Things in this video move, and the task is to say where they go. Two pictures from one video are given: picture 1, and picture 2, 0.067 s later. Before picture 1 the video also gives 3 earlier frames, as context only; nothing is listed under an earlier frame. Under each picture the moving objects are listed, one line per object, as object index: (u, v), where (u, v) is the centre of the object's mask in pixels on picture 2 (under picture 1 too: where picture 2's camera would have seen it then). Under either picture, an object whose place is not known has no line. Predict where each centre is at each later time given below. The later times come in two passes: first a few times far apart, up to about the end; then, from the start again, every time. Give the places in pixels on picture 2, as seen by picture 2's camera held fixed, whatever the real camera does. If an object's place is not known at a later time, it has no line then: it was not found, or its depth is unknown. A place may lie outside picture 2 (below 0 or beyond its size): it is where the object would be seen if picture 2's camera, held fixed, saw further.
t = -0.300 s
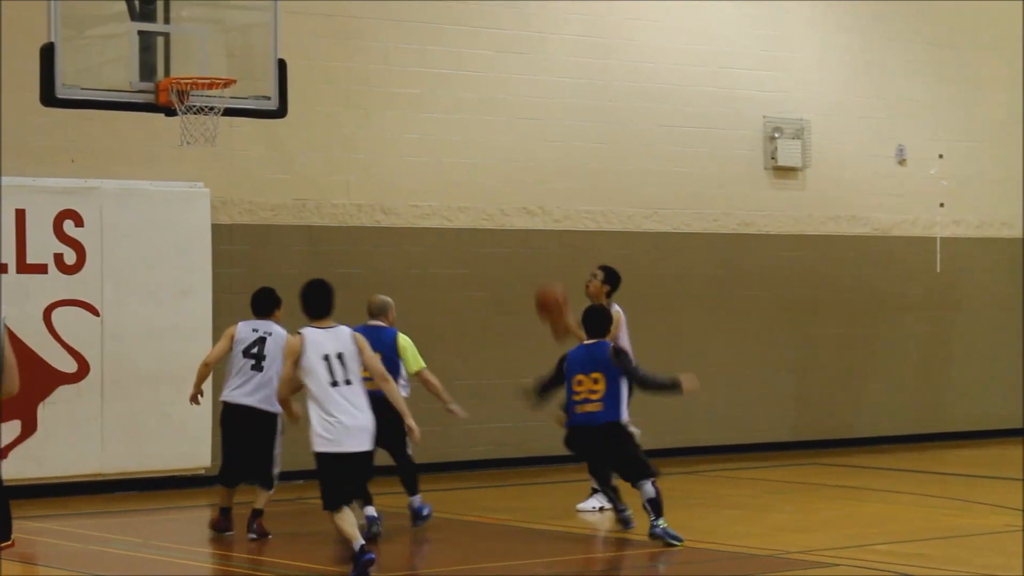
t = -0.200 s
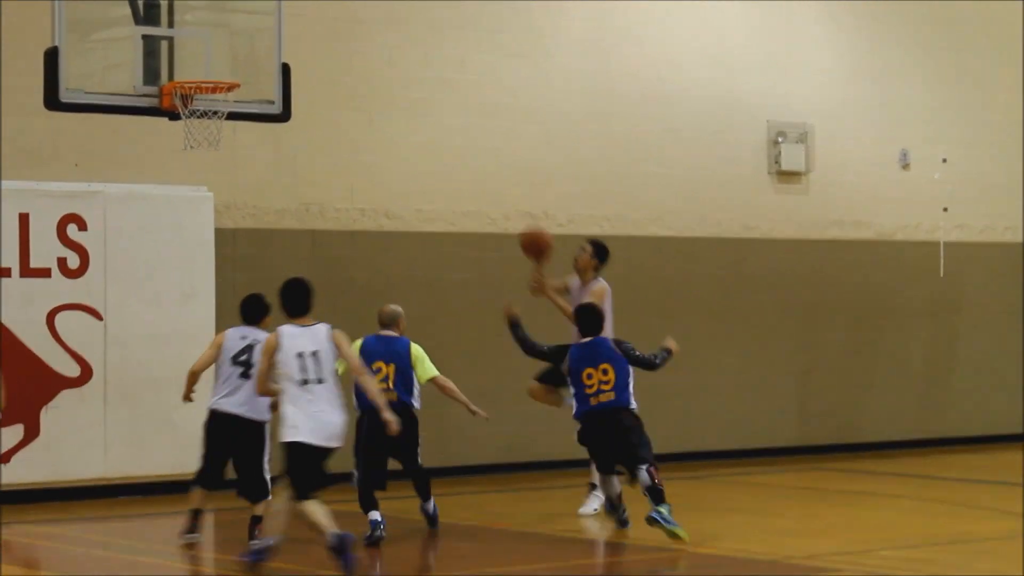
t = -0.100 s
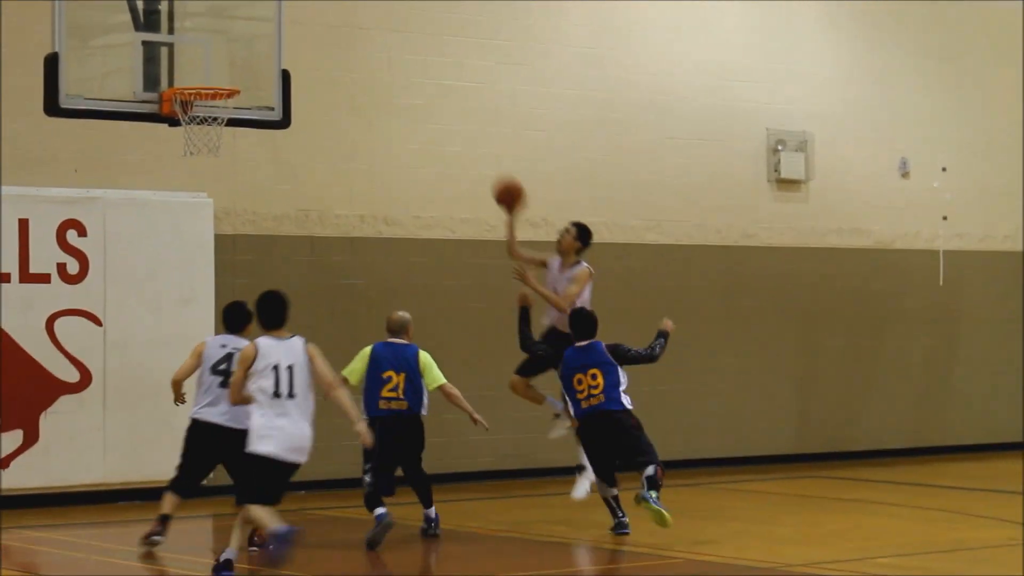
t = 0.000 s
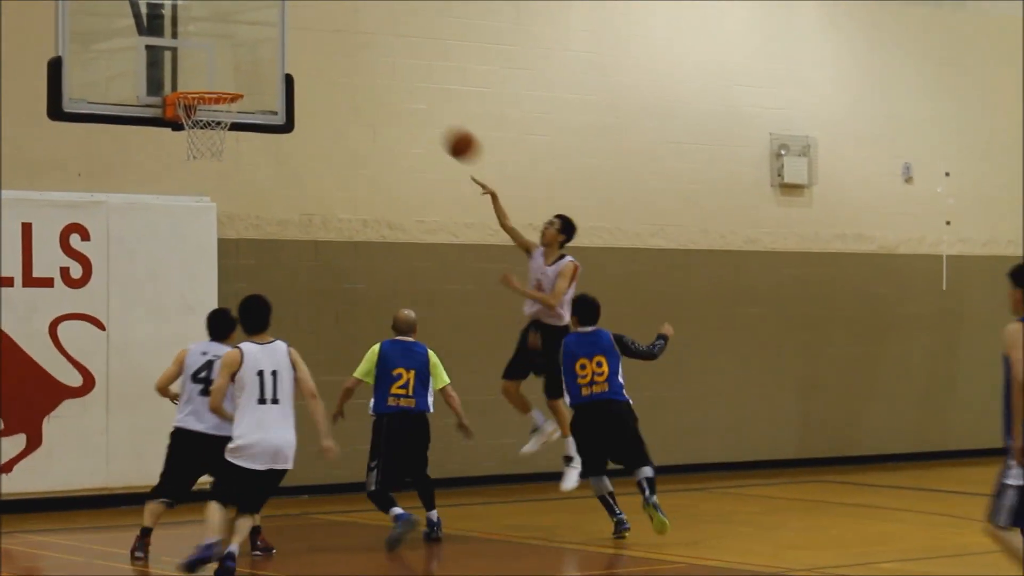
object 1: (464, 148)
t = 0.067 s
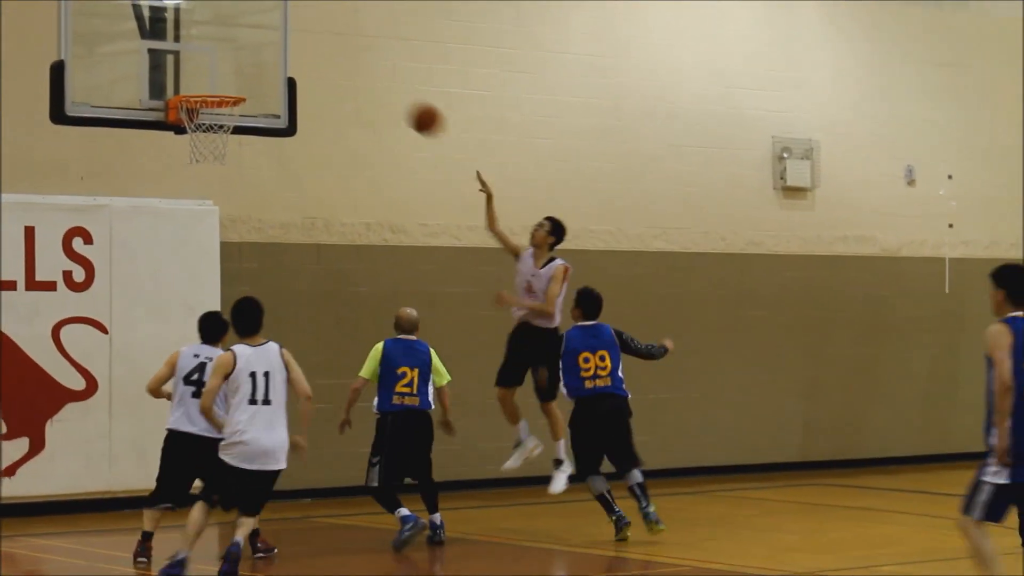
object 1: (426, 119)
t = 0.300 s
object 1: (288, 63)
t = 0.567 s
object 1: (232, 80)
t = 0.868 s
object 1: (210, 84)
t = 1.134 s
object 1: (209, 147)
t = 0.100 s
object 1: (406, 107)
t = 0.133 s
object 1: (386, 96)
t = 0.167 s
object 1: (367, 86)
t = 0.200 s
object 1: (347, 78)
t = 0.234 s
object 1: (327, 72)
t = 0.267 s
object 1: (309, 67)
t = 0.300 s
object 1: (288, 63)
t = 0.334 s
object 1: (269, 61)
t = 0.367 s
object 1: (263, 60)
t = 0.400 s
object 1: (258, 61)
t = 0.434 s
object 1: (252, 64)
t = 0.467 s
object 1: (247, 68)
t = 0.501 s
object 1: (242, 74)
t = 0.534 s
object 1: (237, 80)
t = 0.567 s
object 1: (232, 80)
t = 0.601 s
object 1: (229, 78)
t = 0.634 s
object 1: (225, 77)
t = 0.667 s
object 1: (221, 78)
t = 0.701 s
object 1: (217, 80)
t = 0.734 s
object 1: (214, 82)
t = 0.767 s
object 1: (210, 84)
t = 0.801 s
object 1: (210, 84)
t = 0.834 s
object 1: (210, 84)
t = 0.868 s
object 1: (210, 84)
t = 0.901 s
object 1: (210, 86)
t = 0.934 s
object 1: (210, 88)
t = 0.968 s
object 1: (211, 104)
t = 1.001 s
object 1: (211, 112)
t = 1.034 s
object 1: (210, 119)
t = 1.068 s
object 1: (211, 130)
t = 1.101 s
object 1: (210, 140)
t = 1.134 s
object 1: (209, 147)
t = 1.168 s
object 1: (209, 156)
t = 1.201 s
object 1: (208, 169)
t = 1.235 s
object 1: (207, 178)
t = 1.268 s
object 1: (206, 190)
